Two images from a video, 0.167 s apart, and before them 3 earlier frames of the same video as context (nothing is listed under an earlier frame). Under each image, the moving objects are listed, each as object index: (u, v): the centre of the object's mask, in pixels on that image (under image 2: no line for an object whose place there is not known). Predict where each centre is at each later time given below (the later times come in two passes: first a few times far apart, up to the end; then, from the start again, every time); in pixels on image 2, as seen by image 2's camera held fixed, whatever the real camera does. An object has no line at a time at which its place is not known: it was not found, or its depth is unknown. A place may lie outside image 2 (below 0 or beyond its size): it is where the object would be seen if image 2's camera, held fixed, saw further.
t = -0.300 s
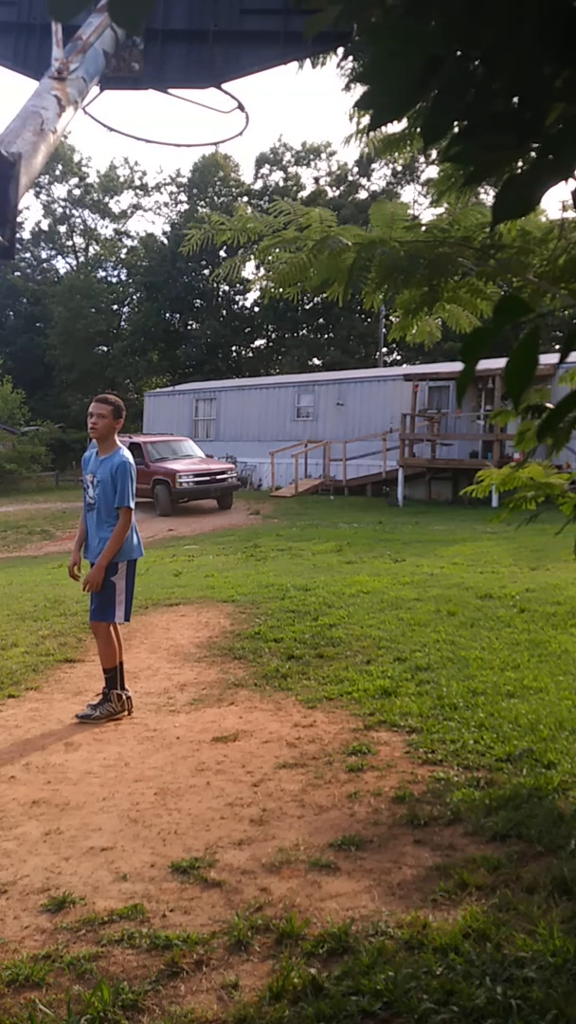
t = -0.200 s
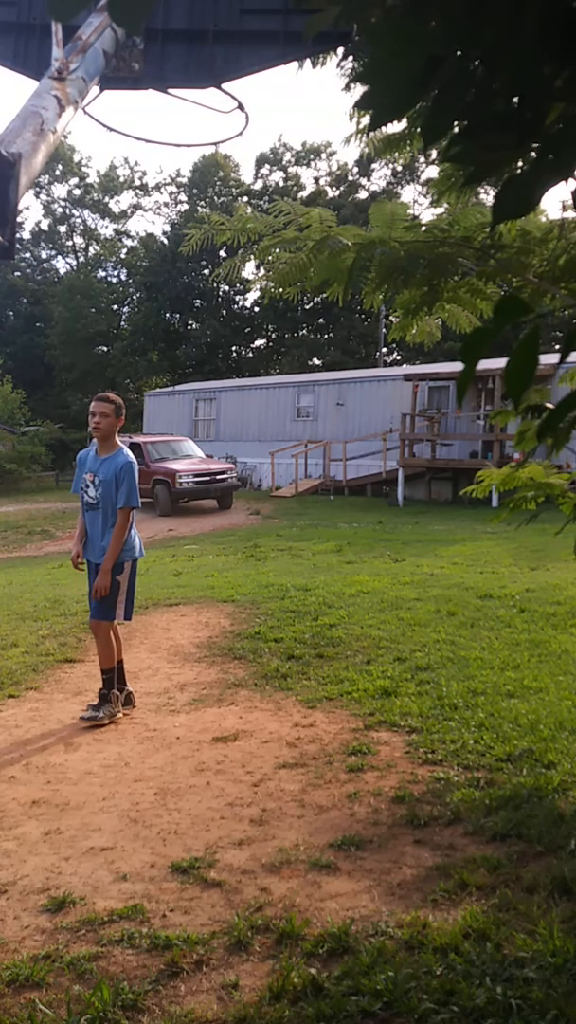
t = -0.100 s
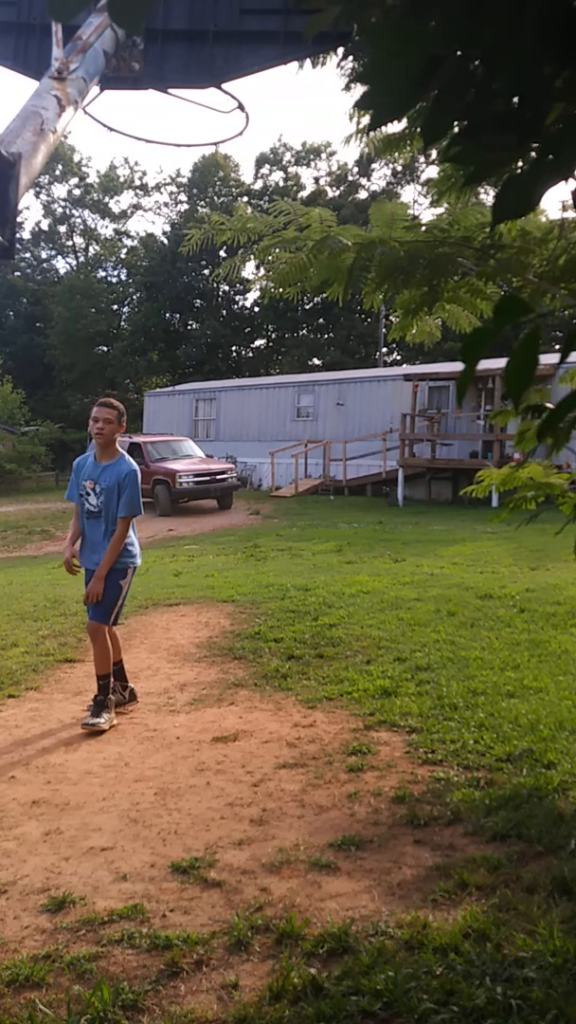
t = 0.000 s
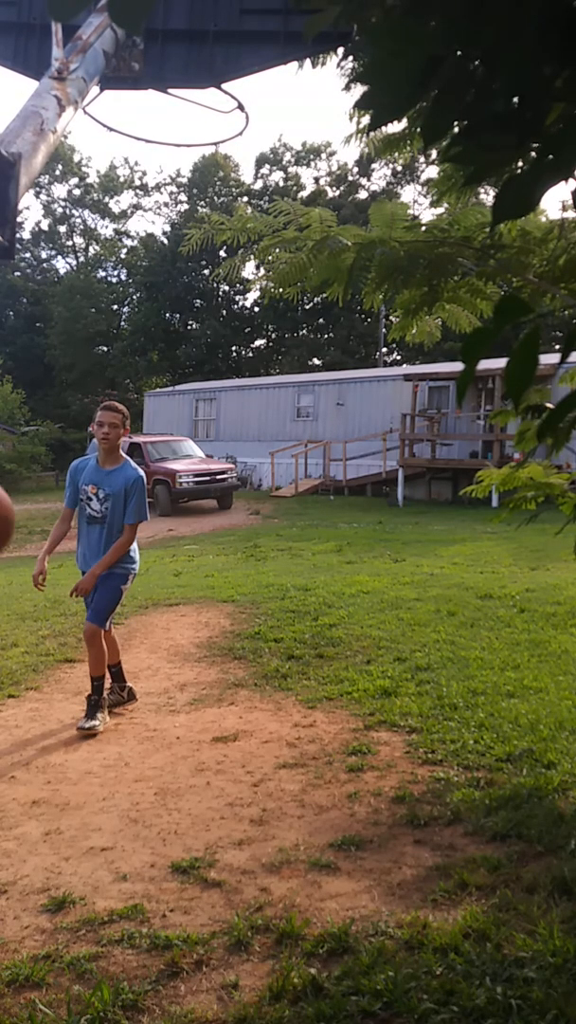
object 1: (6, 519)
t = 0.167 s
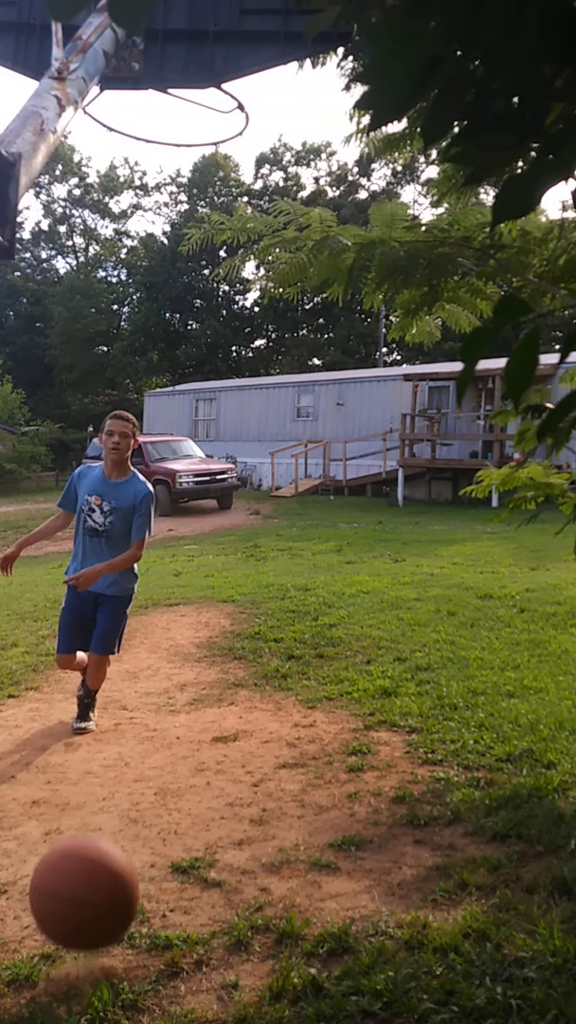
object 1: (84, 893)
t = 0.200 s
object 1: (90, 819)
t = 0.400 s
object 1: (118, 456)
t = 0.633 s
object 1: (144, 243)
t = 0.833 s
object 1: (159, 256)
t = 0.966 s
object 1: (164, 379)
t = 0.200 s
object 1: (90, 819)
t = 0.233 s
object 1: (95, 747)
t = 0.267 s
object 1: (100, 679)
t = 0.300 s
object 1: (105, 617)
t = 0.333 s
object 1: (110, 560)
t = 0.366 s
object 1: (114, 505)
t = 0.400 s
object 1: (118, 456)
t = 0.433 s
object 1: (123, 410)
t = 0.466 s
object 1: (127, 371)
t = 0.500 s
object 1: (131, 335)
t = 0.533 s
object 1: (134, 305)
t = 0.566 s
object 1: (138, 280)
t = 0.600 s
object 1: (141, 259)
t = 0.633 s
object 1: (144, 243)
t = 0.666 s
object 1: (147, 232)
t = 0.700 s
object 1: (150, 227)
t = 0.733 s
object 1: (152, 226)
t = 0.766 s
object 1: (154, 230)
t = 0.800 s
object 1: (157, 241)
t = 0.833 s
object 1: (159, 256)
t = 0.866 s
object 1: (160, 279)
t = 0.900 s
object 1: (161, 306)
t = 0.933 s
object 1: (163, 339)
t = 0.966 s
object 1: (164, 379)
